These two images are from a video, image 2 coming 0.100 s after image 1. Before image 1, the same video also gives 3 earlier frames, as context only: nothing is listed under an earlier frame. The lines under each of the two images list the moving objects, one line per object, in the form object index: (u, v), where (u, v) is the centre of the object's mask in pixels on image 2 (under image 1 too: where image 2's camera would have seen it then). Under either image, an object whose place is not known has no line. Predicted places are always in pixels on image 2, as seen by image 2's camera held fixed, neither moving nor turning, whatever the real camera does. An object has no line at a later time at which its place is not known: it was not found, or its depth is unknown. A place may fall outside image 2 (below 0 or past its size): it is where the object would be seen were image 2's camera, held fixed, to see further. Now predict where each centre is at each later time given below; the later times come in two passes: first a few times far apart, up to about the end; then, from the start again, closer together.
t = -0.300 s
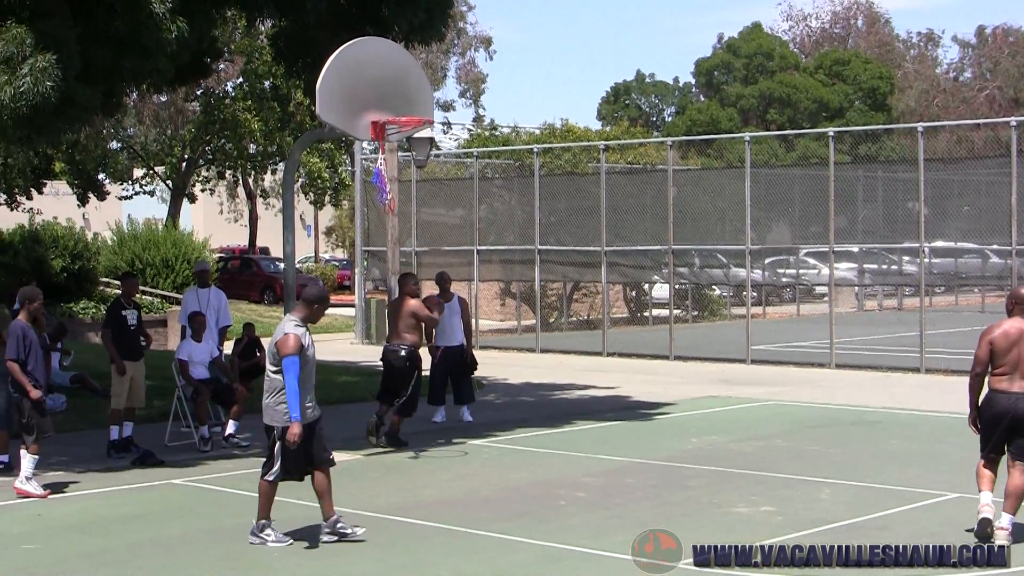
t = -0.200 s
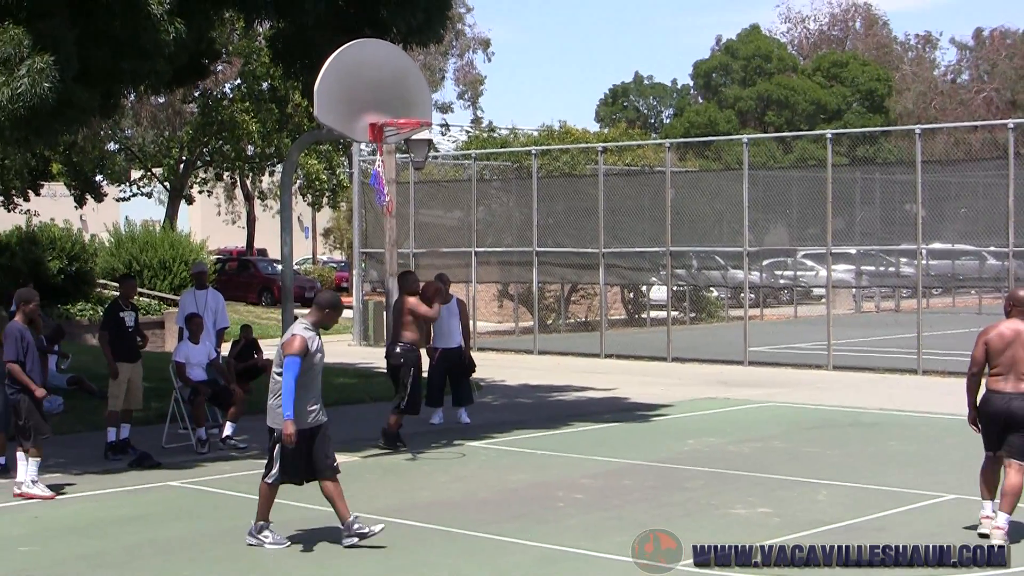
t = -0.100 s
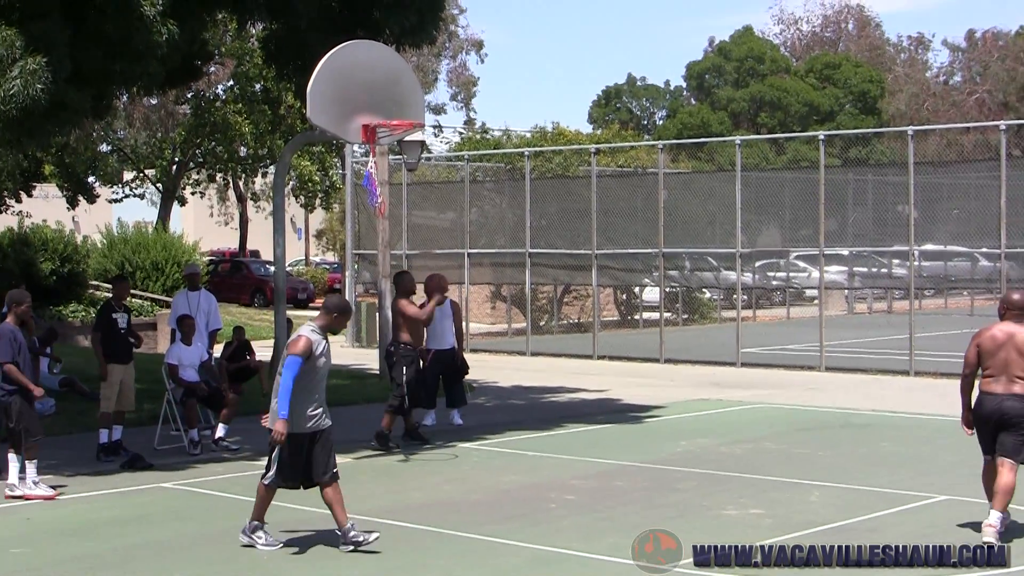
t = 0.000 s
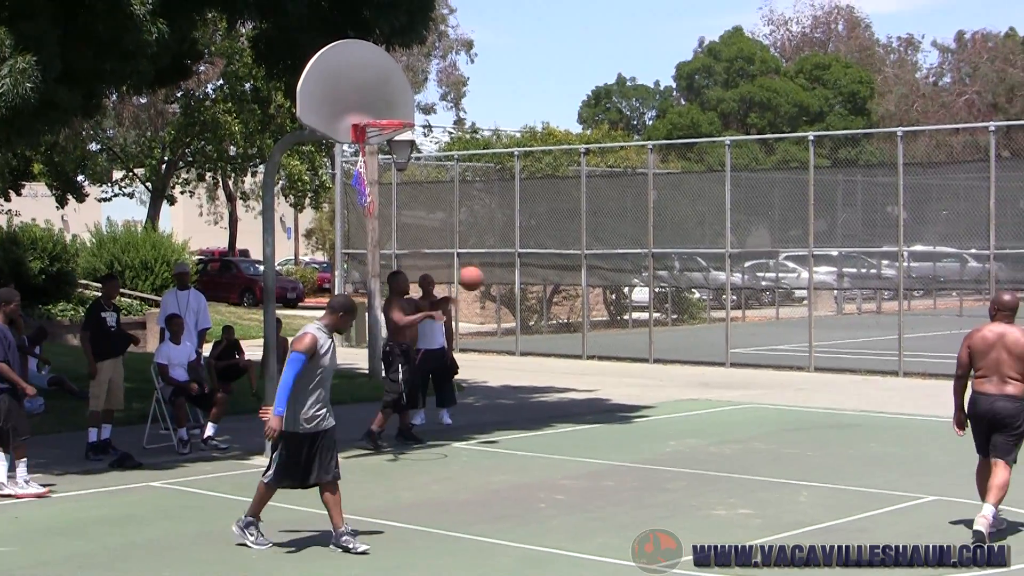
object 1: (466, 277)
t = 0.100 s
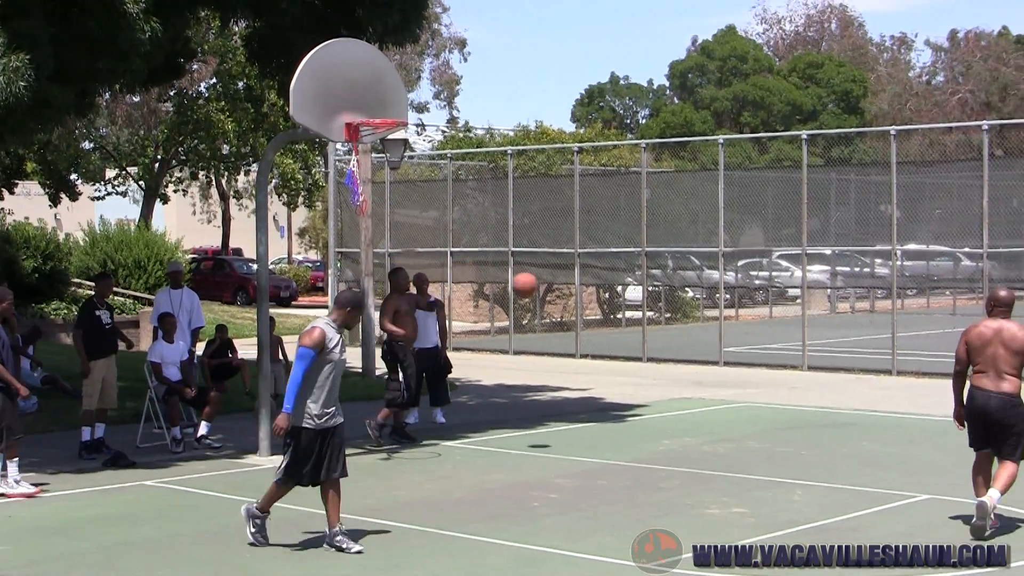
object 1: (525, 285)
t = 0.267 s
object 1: (632, 322)
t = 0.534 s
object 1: (824, 454)
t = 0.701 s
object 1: (893, 402)
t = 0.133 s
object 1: (546, 290)
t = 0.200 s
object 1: (587, 303)
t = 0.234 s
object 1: (610, 312)
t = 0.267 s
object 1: (632, 322)
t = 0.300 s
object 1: (654, 333)
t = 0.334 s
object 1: (677, 346)
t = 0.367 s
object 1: (700, 360)
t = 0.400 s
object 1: (725, 376)
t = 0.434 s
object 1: (748, 393)
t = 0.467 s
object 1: (773, 412)
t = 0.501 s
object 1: (798, 432)
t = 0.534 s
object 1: (824, 454)
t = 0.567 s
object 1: (845, 463)
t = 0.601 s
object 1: (856, 446)
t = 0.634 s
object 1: (869, 430)
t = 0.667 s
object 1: (881, 416)
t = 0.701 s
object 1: (893, 402)
